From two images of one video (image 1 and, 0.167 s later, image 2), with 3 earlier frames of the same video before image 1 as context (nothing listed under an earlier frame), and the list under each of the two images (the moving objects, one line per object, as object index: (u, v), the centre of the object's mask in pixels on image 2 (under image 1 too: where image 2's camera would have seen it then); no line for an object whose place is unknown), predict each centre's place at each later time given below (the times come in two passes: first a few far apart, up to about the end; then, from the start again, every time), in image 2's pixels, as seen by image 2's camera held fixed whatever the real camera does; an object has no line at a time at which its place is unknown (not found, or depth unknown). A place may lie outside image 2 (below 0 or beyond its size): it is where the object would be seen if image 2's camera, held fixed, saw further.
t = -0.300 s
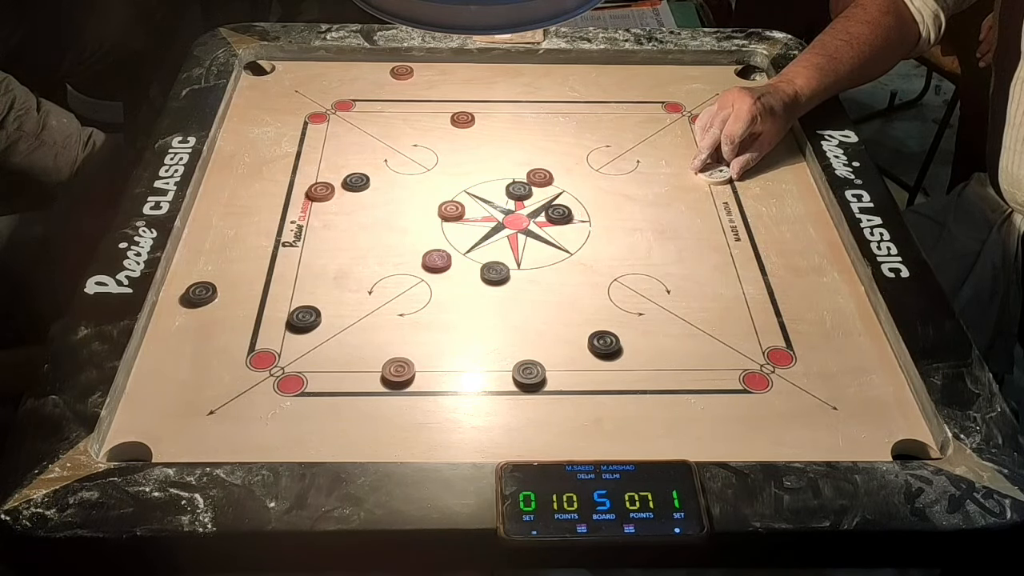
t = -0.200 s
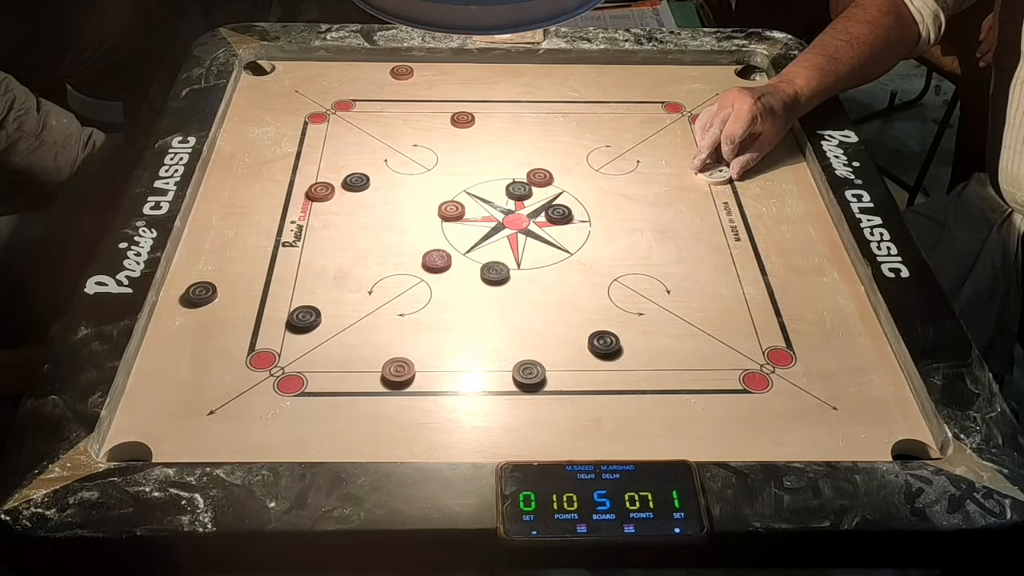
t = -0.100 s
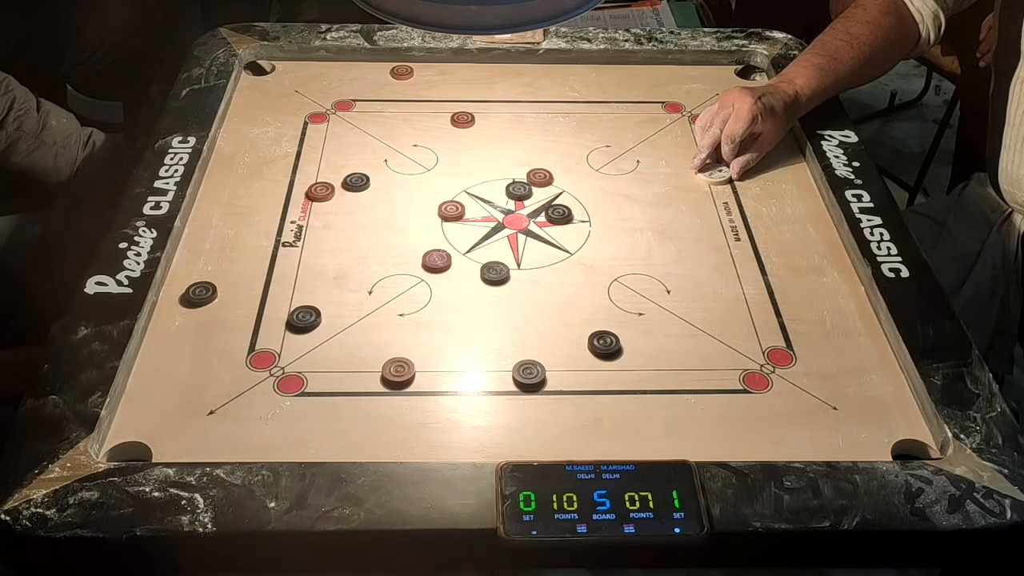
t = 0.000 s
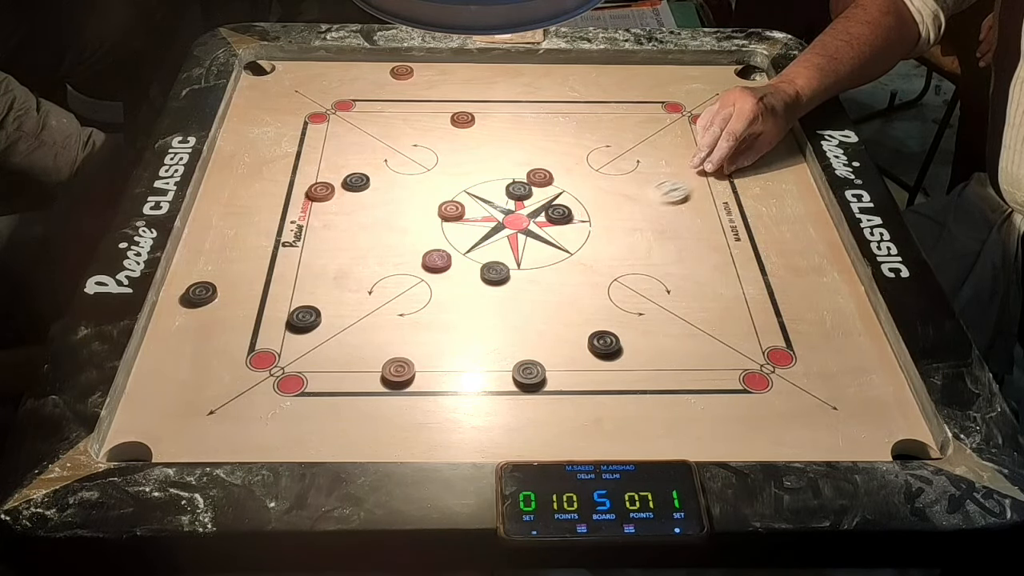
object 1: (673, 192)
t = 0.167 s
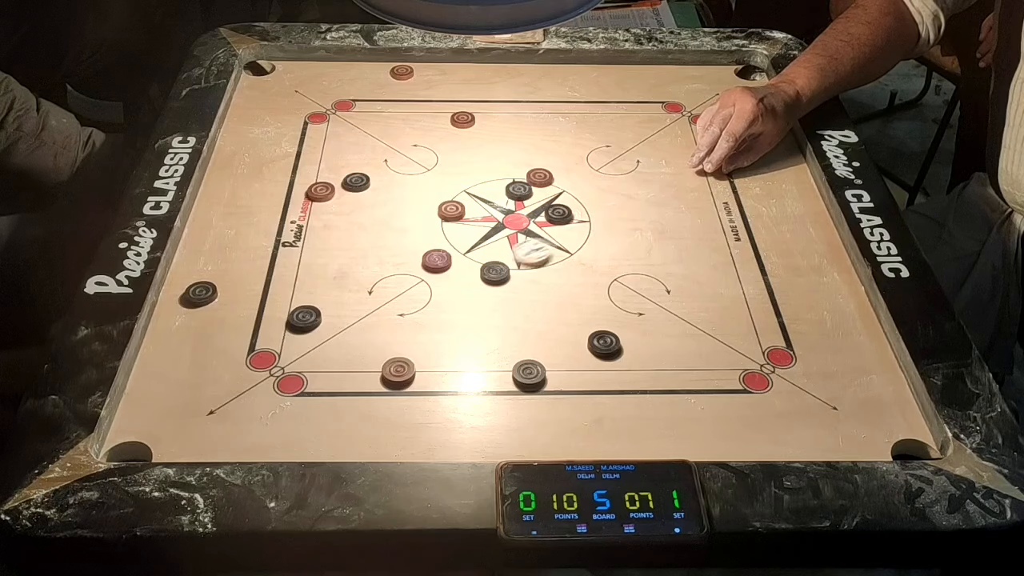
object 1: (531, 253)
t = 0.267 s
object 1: (486, 272)
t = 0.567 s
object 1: (427, 293)
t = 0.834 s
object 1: (427, 293)
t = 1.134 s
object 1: (427, 293)
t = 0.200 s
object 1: (512, 261)
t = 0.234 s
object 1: (498, 267)
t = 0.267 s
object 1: (486, 272)
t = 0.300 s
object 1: (474, 276)
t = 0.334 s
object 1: (464, 279)
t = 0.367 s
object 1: (455, 283)
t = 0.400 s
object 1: (448, 285)
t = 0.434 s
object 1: (441, 287)
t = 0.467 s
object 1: (436, 289)
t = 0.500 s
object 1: (432, 292)
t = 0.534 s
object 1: (429, 293)
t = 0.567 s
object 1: (427, 293)
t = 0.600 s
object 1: (427, 293)
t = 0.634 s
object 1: (427, 293)
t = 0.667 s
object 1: (427, 293)
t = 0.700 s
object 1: (427, 293)
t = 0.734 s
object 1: (427, 293)
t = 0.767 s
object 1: (427, 293)
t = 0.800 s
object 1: (426, 293)
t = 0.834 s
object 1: (427, 293)
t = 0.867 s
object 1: (427, 293)
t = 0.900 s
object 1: (427, 293)
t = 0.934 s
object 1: (427, 293)
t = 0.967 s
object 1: (426, 294)
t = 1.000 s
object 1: (426, 293)
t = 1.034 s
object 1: (427, 293)
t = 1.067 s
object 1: (427, 293)
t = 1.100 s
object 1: (427, 293)
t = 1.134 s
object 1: (427, 293)
